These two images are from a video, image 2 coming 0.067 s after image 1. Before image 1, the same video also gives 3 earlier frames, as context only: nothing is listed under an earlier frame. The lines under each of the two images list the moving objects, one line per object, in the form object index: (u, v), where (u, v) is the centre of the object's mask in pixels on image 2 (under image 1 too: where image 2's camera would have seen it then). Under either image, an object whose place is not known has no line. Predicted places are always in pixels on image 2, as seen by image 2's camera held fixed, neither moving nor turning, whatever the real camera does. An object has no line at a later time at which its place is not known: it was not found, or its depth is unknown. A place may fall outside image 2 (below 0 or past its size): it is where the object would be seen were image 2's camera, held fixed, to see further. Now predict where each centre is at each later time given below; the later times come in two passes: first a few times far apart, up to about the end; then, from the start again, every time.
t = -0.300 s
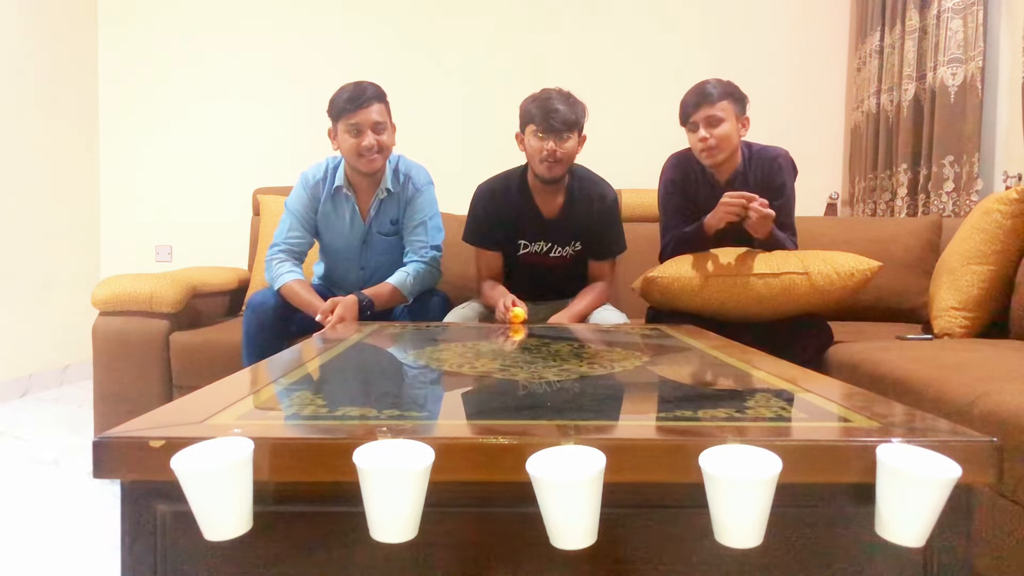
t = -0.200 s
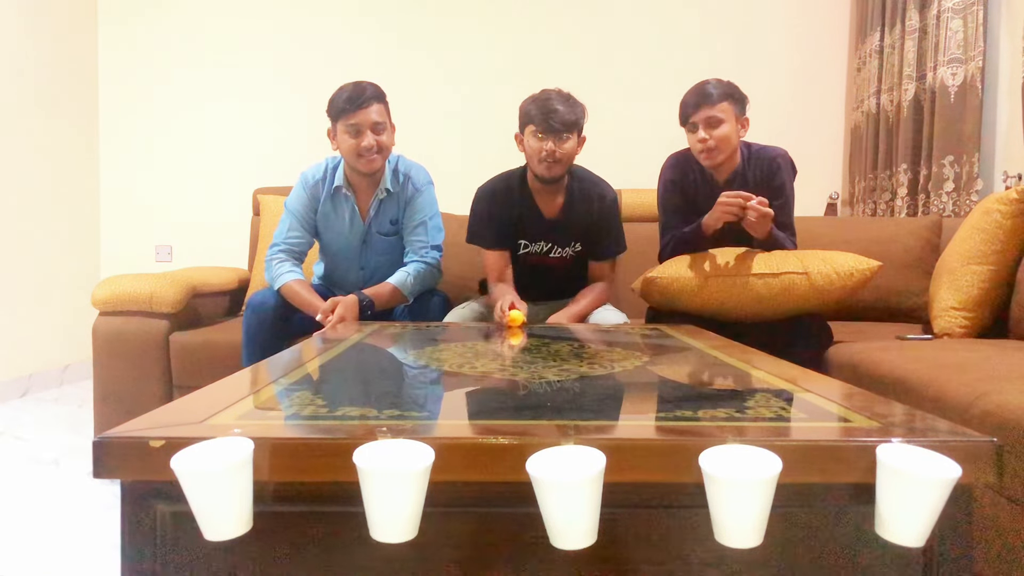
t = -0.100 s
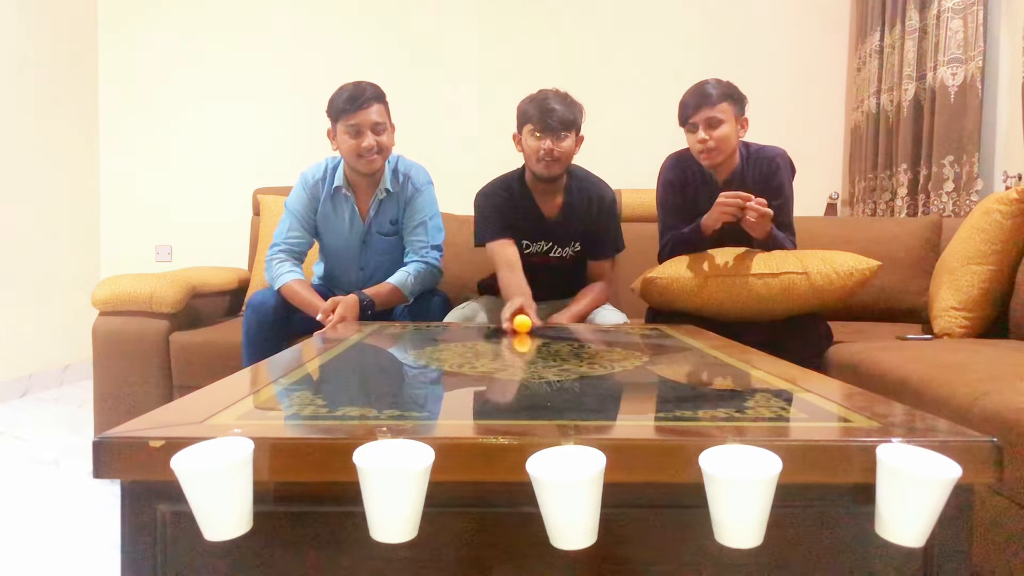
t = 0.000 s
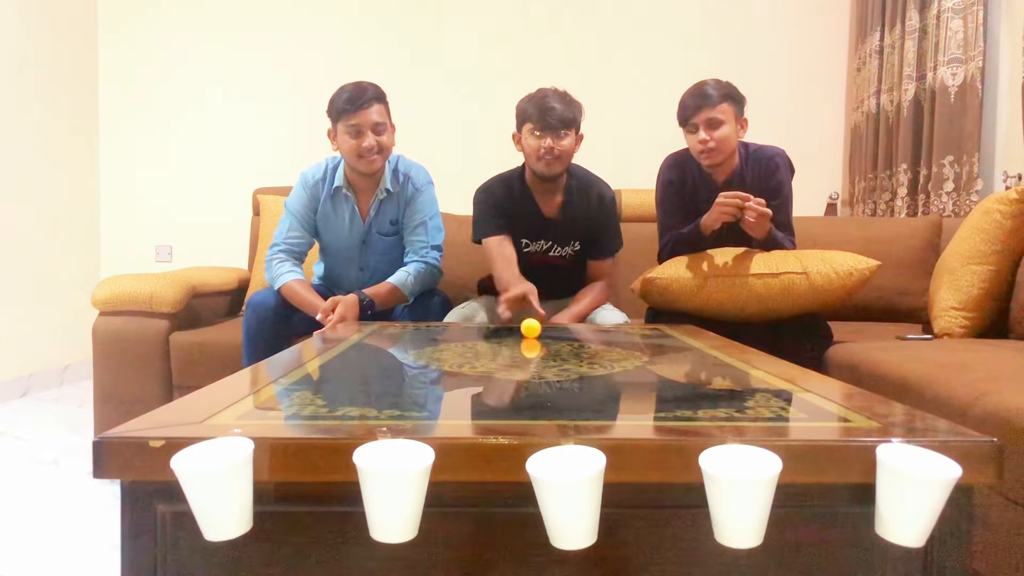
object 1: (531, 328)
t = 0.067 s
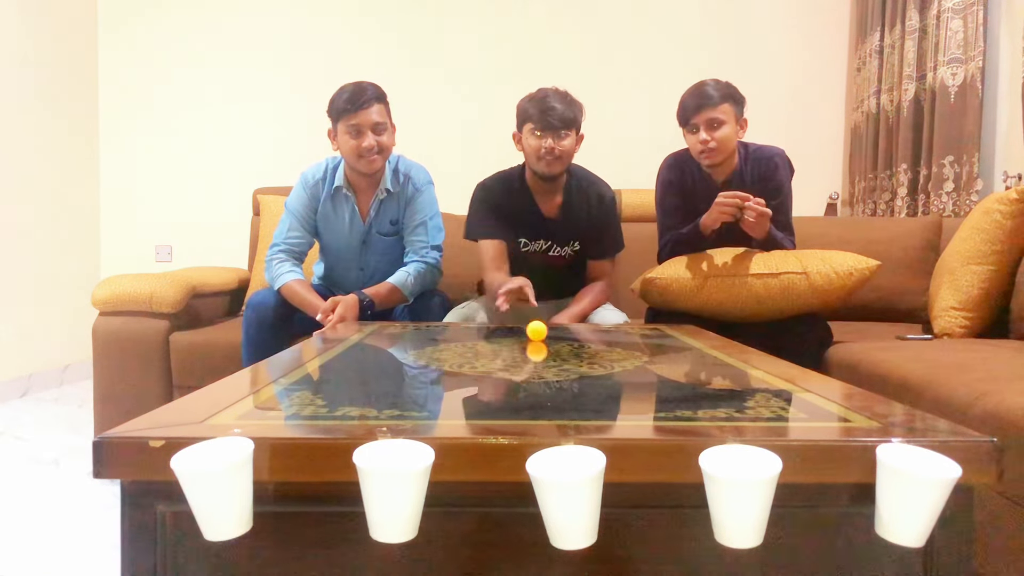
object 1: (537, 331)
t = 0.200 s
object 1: (550, 337)
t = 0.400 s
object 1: (575, 347)
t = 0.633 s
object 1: (605, 361)
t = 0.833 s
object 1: (633, 375)
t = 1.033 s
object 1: (660, 392)
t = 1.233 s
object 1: (685, 410)
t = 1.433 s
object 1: (698, 521)
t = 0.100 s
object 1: (540, 333)
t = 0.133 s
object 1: (544, 334)
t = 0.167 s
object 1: (547, 335)
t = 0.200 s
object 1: (550, 337)
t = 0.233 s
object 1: (554, 339)
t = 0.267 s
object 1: (559, 340)
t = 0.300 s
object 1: (562, 342)
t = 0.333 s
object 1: (566, 344)
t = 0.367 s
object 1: (570, 345)
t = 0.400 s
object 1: (575, 347)
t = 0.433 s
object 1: (579, 349)
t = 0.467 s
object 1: (583, 351)
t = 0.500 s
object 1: (587, 353)
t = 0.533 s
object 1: (593, 355)
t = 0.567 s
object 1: (597, 357)
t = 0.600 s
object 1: (601, 359)
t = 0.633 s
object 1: (605, 361)
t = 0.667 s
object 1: (610, 363)
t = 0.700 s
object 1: (615, 365)
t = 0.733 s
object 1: (619, 368)
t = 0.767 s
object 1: (623, 370)
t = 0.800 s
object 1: (628, 373)
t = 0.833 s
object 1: (633, 375)
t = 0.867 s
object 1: (638, 378)
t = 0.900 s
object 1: (642, 381)
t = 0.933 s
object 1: (646, 383)
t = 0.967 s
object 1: (651, 386)
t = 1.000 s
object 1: (656, 389)
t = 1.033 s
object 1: (660, 392)
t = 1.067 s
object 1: (664, 396)
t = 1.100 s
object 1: (669, 399)
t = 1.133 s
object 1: (674, 402)
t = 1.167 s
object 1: (678, 404)
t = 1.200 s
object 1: (681, 403)
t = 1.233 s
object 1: (685, 410)
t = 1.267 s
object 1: (688, 413)
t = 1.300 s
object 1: (692, 423)
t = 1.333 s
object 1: (695, 435)
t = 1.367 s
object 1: (697, 451)
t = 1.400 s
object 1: (696, 479)
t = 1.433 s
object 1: (698, 521)
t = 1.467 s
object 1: (700, 553)
